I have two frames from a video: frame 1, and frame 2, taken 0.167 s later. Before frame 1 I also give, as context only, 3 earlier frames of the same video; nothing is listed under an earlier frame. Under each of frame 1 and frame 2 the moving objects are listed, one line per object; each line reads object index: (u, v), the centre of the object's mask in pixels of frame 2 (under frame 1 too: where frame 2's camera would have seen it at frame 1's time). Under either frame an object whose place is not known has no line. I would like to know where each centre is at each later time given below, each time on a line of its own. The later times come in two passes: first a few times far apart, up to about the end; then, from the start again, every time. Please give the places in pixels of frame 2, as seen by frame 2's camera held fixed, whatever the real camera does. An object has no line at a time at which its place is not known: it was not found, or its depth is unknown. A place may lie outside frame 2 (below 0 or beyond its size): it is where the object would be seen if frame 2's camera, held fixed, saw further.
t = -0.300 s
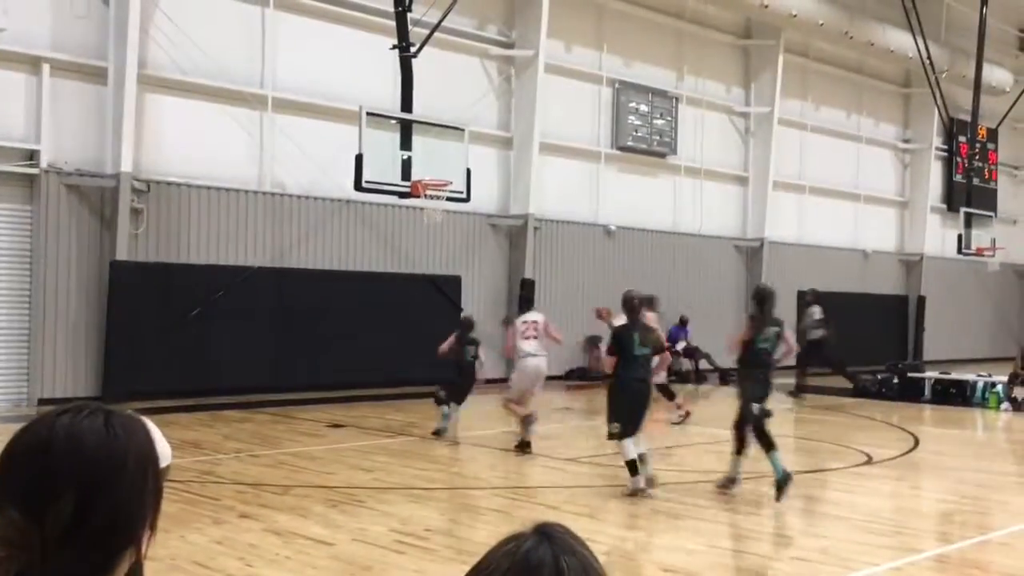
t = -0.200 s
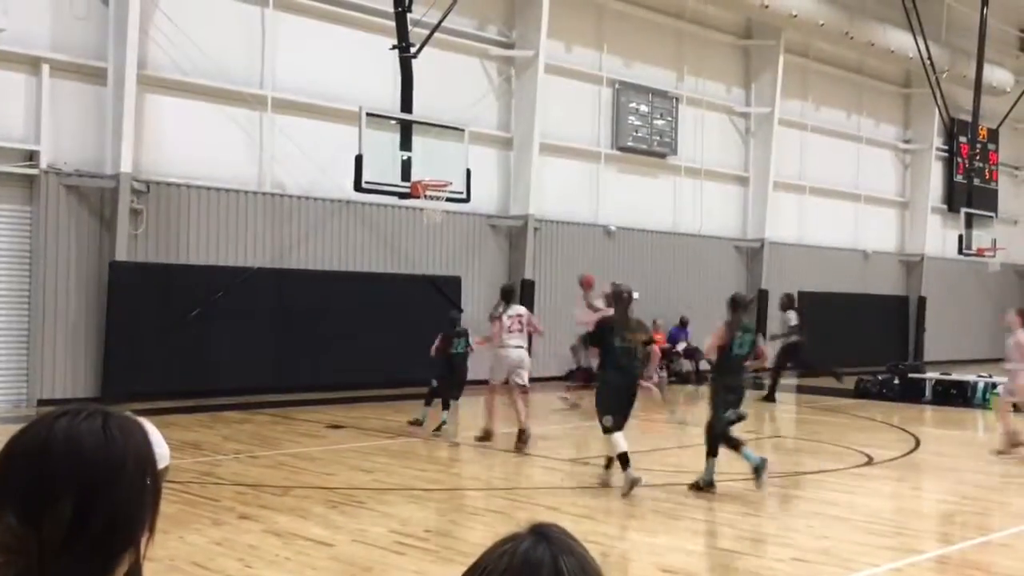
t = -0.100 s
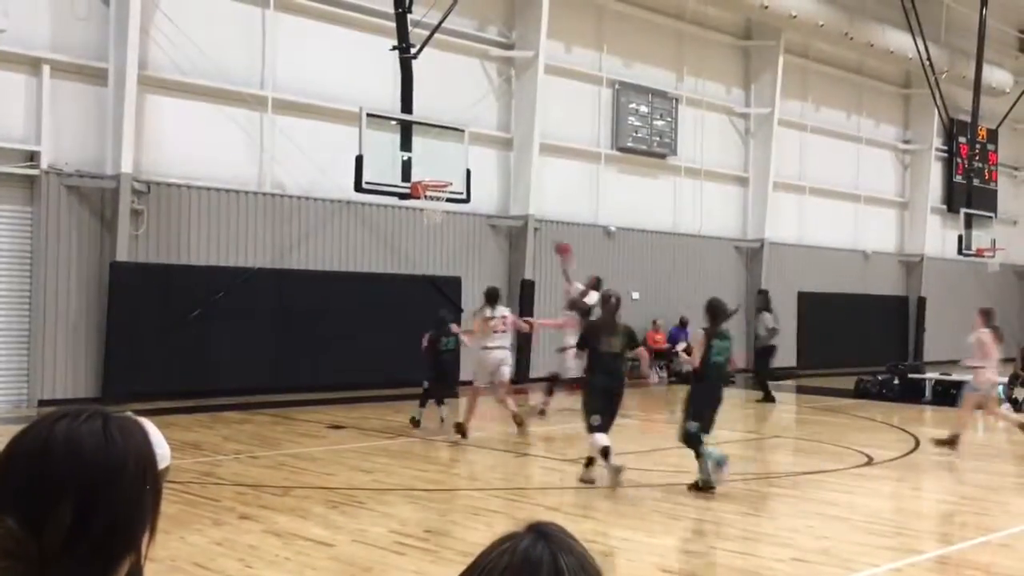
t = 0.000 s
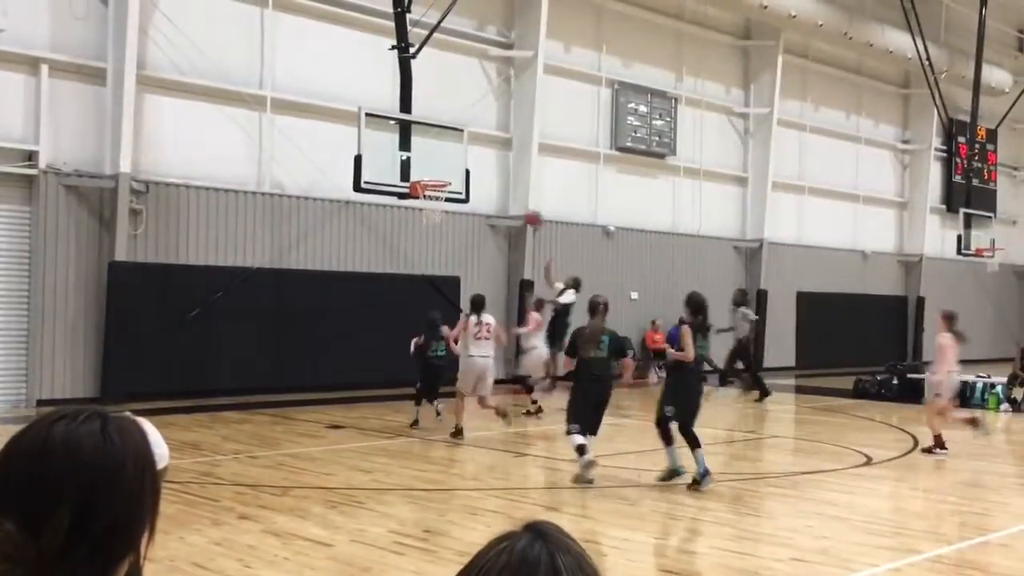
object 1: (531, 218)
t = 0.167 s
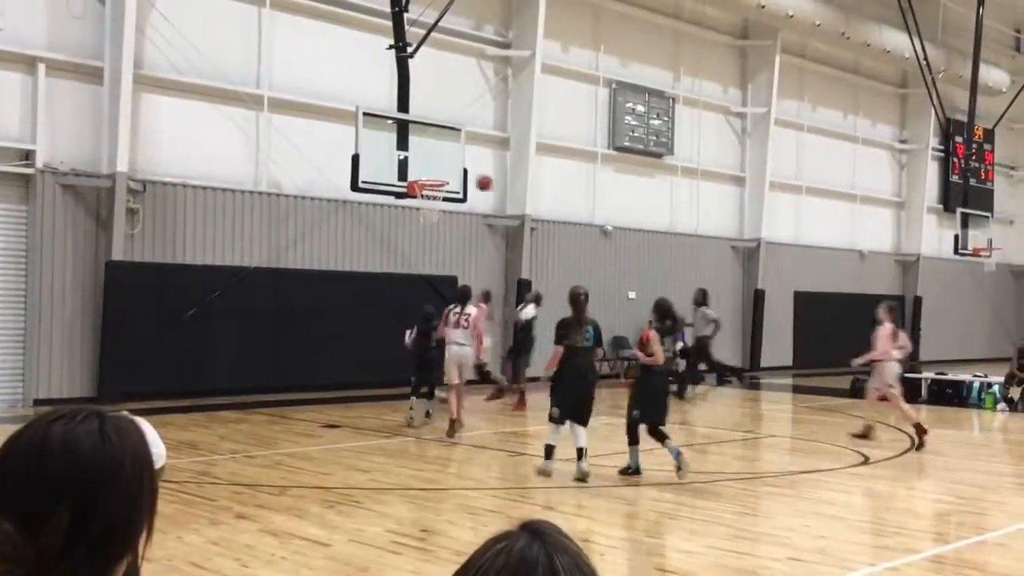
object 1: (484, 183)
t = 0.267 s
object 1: (455, 171)
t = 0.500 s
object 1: (437, 172)
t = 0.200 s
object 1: (475, 178)
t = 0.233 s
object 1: (465, 174)
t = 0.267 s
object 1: (455, 171)
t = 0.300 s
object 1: (447, 169)
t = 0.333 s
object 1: (439, 167)
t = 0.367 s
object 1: (438, 167)
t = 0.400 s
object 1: (438, 167)
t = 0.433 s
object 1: (438, 168)
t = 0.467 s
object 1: (437, 170)
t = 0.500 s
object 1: (437, 172)
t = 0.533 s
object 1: (436, 175)
